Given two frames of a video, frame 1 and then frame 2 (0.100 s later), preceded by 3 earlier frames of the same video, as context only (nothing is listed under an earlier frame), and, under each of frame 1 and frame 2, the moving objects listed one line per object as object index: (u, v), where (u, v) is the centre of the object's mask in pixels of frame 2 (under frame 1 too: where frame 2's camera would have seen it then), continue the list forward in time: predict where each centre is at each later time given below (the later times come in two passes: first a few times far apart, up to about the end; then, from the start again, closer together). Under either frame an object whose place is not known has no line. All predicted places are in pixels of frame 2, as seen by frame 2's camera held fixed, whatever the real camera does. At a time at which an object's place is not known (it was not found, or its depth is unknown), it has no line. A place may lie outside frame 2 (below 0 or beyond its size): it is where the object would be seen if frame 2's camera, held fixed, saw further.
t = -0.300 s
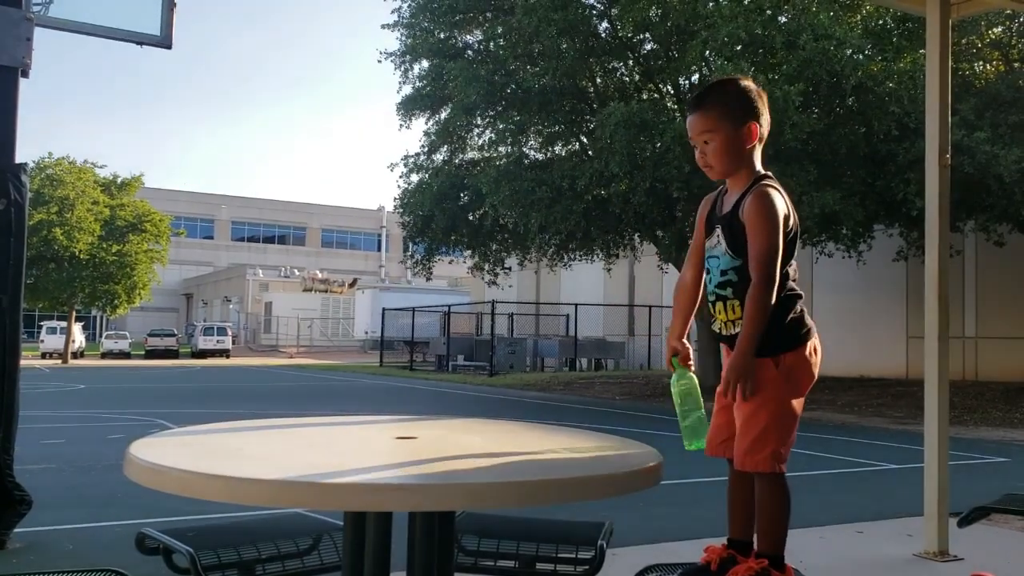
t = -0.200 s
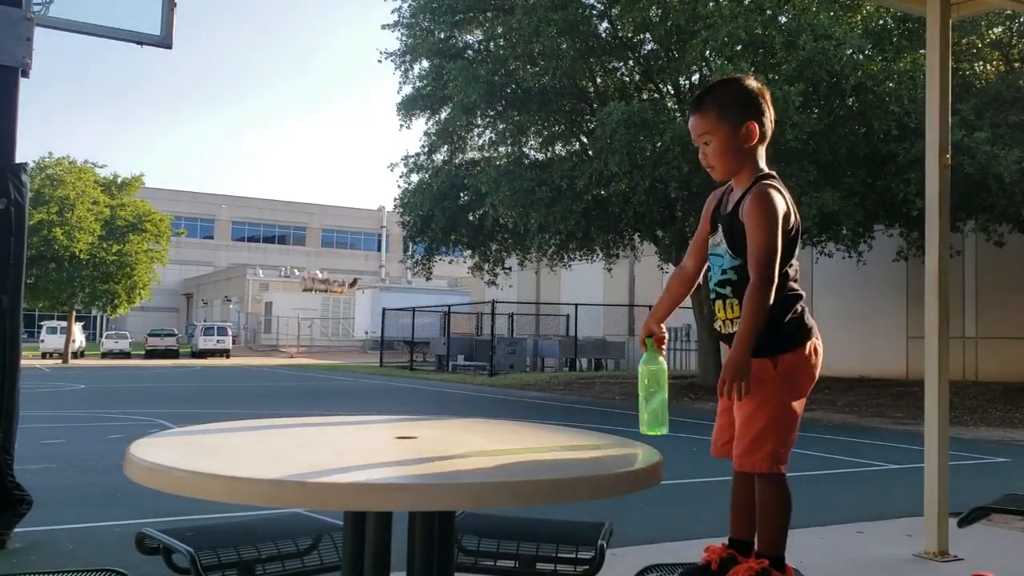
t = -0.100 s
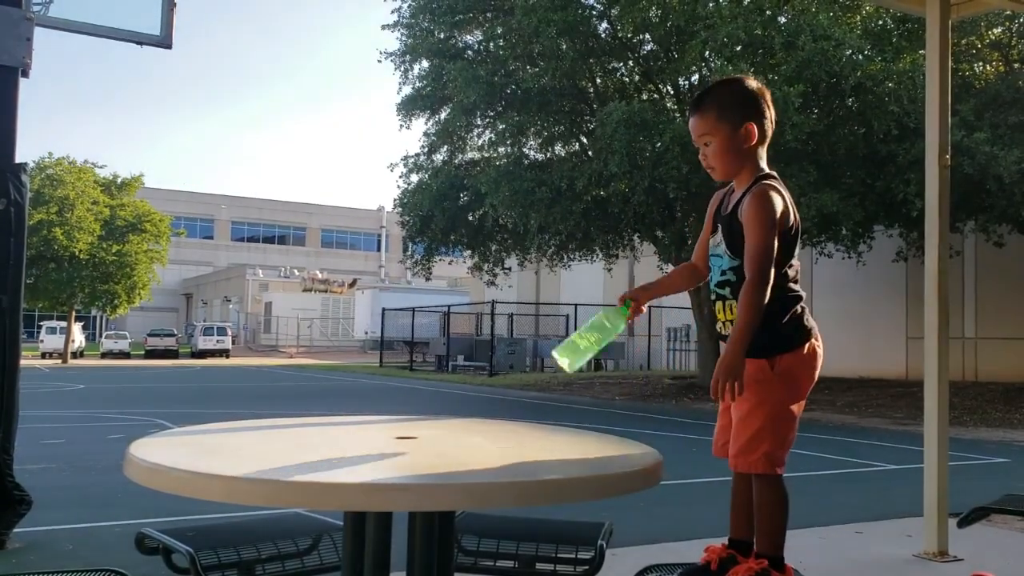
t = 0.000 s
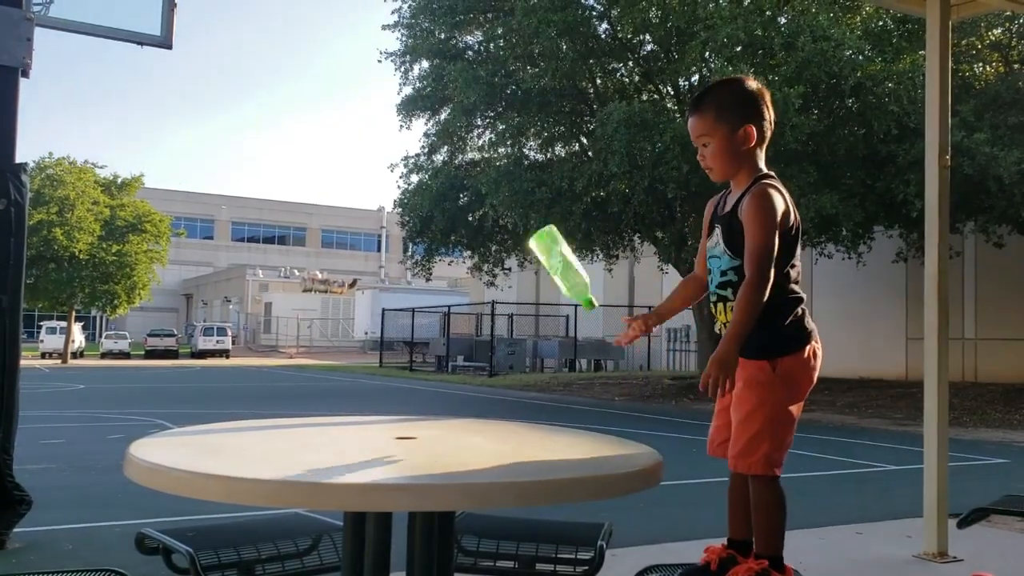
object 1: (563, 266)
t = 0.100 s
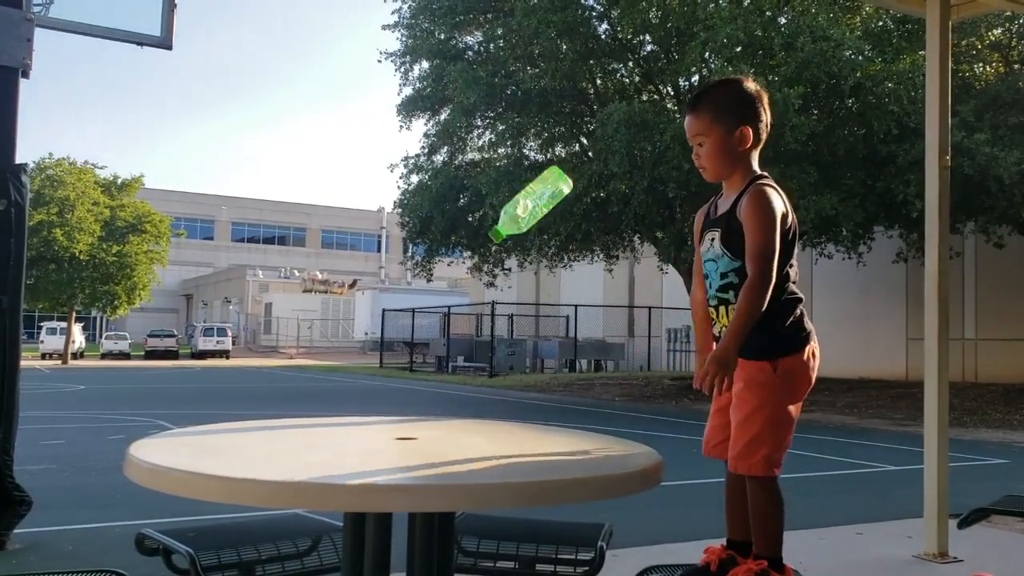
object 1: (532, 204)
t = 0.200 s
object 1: (519, 178)
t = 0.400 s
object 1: (497, 279)
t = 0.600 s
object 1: (506, 423)
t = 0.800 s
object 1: (522, 427)
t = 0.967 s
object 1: (522, 428)
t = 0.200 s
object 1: (519, 178)
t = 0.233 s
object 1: (515, 182)
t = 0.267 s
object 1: (512, 191)
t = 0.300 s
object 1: (508, 204)
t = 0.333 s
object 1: (504, 224)
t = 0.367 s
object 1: (501, 249)
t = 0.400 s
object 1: (497, 279)
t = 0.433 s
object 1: (492, 317)
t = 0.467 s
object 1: (487, 359)
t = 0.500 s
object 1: (486, 396)
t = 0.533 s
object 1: (495, 409)
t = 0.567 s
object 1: (502, 424)
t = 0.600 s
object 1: (506, 423)
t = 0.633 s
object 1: (510, 423)
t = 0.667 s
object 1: (515, 425)
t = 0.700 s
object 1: (520, 427)
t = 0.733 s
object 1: (522, 427)
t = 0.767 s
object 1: (522, 427)
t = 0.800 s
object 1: (522, 427)
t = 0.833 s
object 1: (522, 428)
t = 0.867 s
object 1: (522, 428)
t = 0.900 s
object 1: (522, 428)
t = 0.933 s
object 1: (522, 428)
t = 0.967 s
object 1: (522, 428)
